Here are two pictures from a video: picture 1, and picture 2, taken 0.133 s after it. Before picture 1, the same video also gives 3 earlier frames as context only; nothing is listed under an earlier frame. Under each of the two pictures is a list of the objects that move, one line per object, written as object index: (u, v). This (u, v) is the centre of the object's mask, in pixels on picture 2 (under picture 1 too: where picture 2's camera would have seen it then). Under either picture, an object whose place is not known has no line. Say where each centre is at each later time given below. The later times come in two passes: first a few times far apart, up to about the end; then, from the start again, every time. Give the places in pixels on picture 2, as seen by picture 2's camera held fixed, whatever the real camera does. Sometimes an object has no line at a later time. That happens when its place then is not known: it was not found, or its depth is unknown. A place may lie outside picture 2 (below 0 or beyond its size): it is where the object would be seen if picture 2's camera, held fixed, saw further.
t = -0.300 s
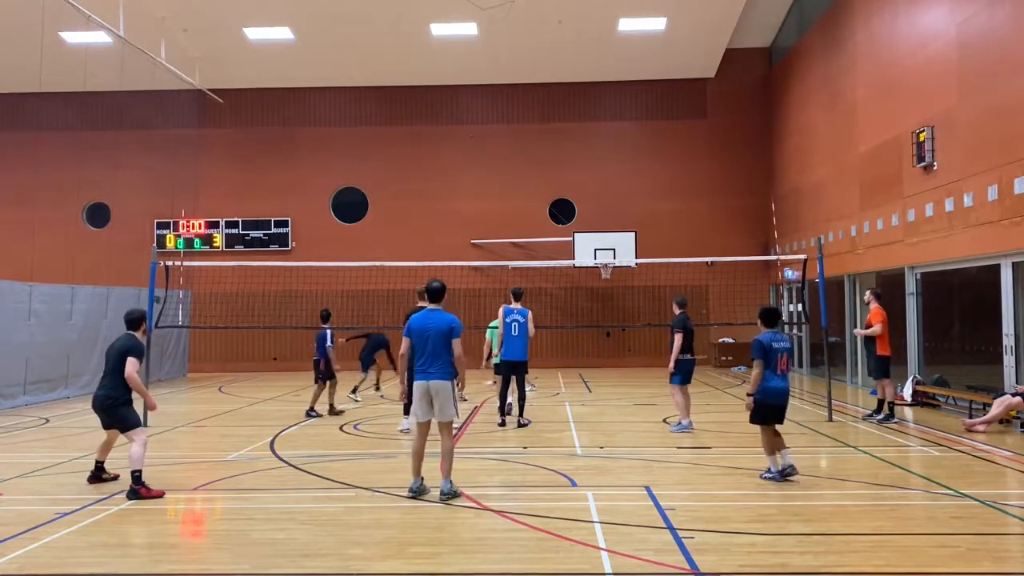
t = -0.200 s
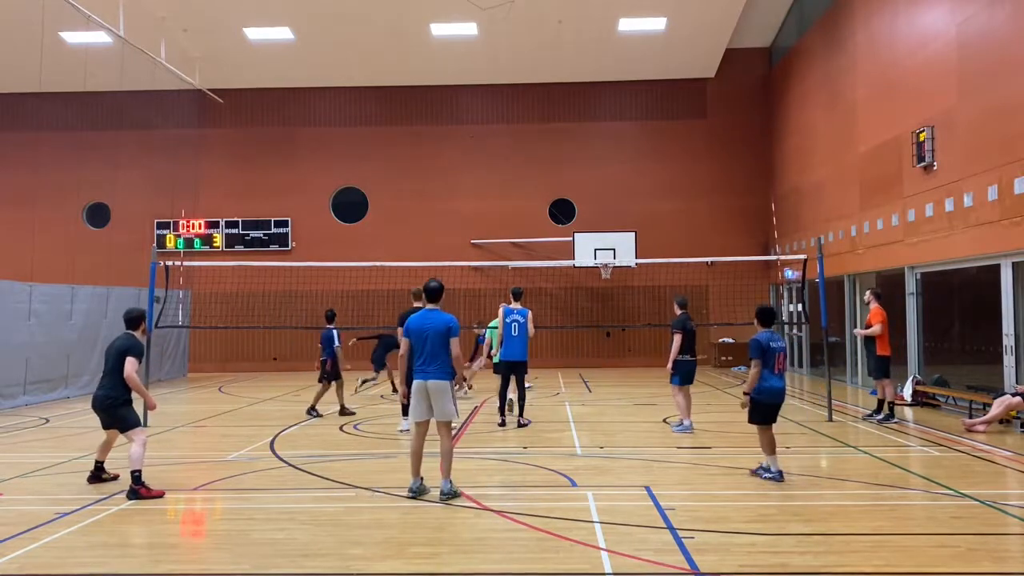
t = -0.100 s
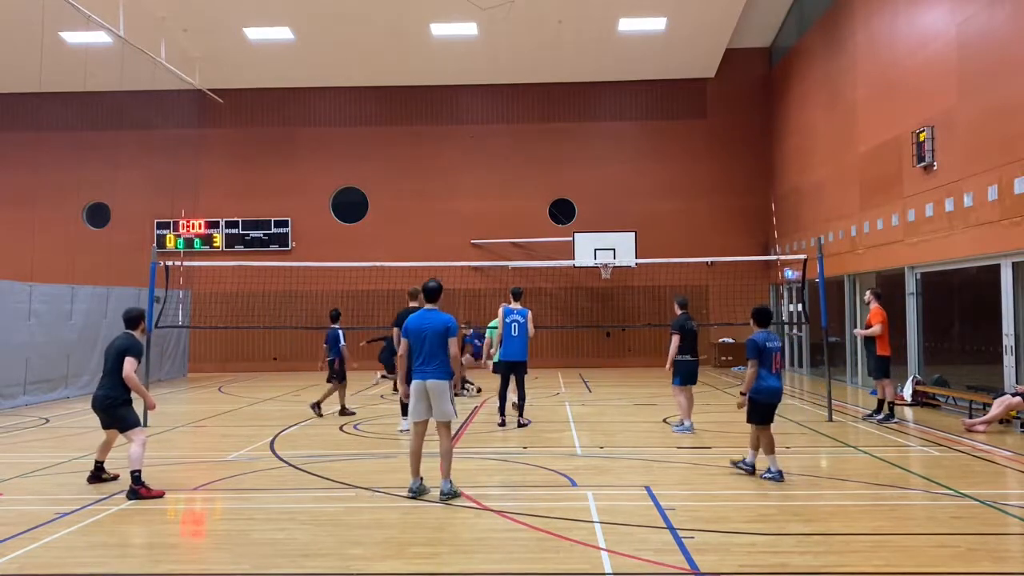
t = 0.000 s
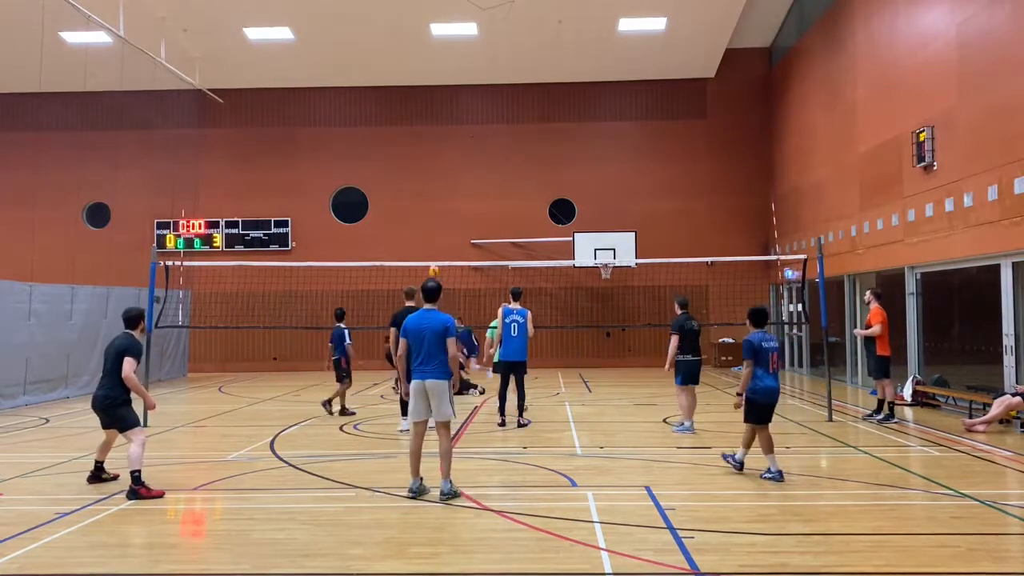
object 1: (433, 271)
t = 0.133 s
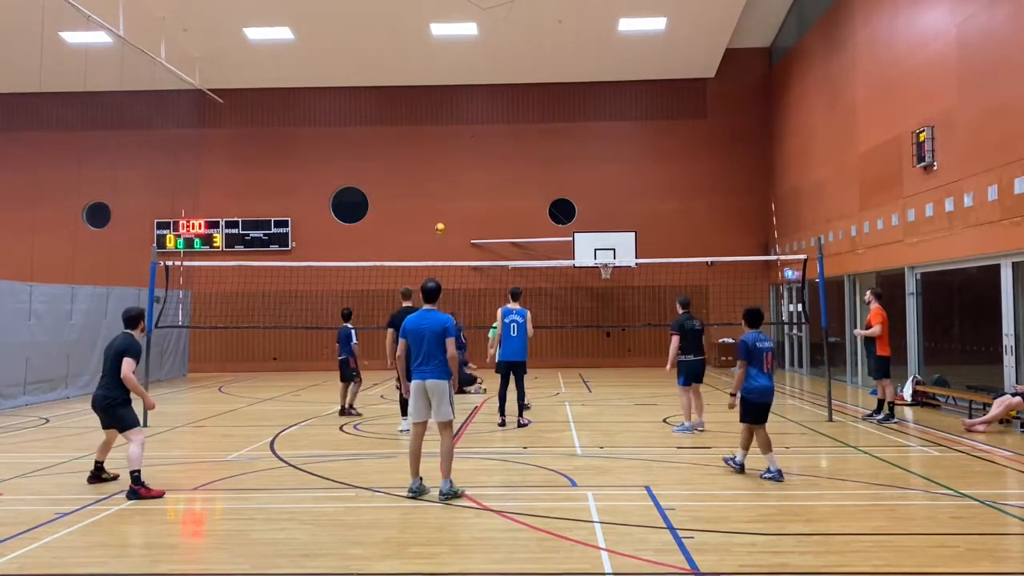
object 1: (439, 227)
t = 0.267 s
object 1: (446, 195)
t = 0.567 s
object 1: (458, 155)
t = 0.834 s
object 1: (468, 152)
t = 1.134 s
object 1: (479, 181)
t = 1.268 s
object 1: (484, 205)
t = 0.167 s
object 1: (441, 218)
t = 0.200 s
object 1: (443, 210)
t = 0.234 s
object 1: (445, 201)
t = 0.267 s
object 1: (446, 195)
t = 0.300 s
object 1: (448, 189)
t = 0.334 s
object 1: (449, 182)
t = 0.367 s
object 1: (450, 176)
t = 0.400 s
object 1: (452, 172)
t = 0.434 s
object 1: (453, 167)
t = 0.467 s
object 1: (454, 163)
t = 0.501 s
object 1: (456, 160)
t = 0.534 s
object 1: (457, 157)
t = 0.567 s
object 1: (458, 155)
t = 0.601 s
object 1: (459, 153)
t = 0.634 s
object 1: (460, 151)
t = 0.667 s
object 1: (462, 150)
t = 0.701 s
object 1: (463, 150)
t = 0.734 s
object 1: (464, 149)
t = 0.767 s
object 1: (465, 150)
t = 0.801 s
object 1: (467, 151)
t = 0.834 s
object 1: (468, 152)
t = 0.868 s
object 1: (469, 153)
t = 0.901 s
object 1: (471, 155)
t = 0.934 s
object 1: (471, 158)
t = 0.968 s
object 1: (473, 161)
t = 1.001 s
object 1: (474, 164)
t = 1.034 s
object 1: (475, 168)
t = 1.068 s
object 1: (476, 171)
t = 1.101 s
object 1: (478, 177)
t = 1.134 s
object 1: (479, 181)
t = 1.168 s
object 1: (480, 187)
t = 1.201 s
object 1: (481, 193)
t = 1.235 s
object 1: (482, 199)
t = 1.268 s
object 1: (484, 205)
